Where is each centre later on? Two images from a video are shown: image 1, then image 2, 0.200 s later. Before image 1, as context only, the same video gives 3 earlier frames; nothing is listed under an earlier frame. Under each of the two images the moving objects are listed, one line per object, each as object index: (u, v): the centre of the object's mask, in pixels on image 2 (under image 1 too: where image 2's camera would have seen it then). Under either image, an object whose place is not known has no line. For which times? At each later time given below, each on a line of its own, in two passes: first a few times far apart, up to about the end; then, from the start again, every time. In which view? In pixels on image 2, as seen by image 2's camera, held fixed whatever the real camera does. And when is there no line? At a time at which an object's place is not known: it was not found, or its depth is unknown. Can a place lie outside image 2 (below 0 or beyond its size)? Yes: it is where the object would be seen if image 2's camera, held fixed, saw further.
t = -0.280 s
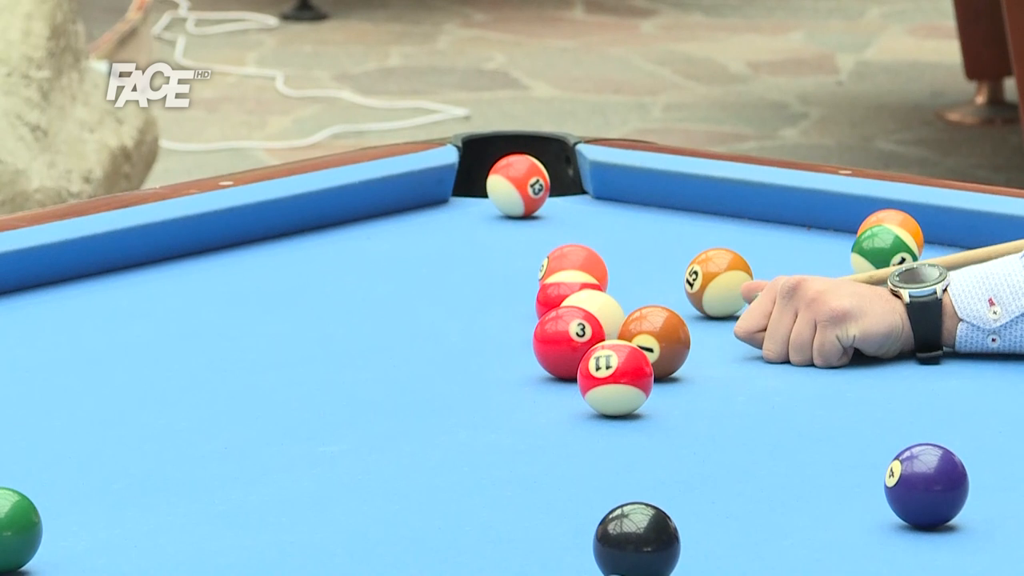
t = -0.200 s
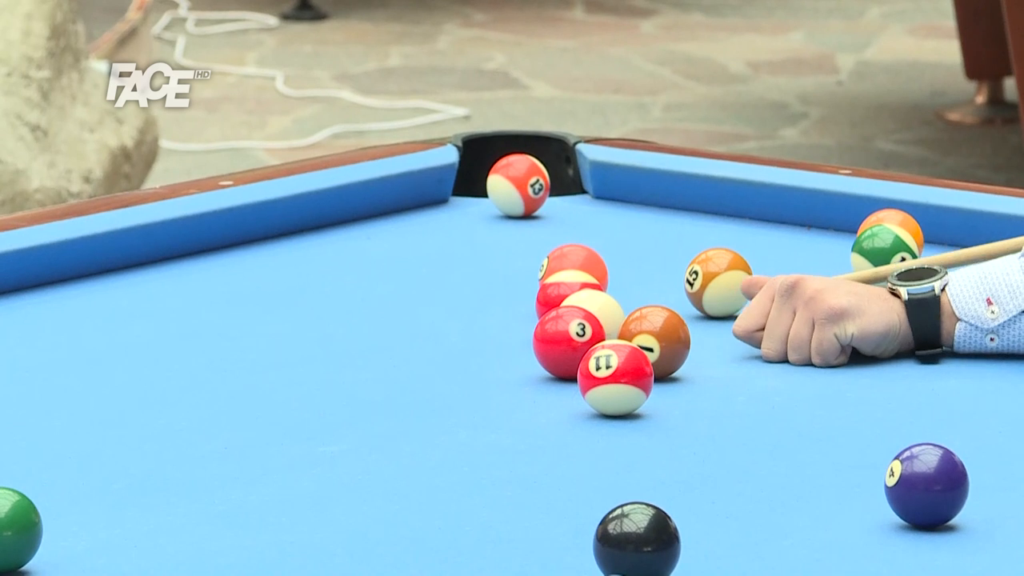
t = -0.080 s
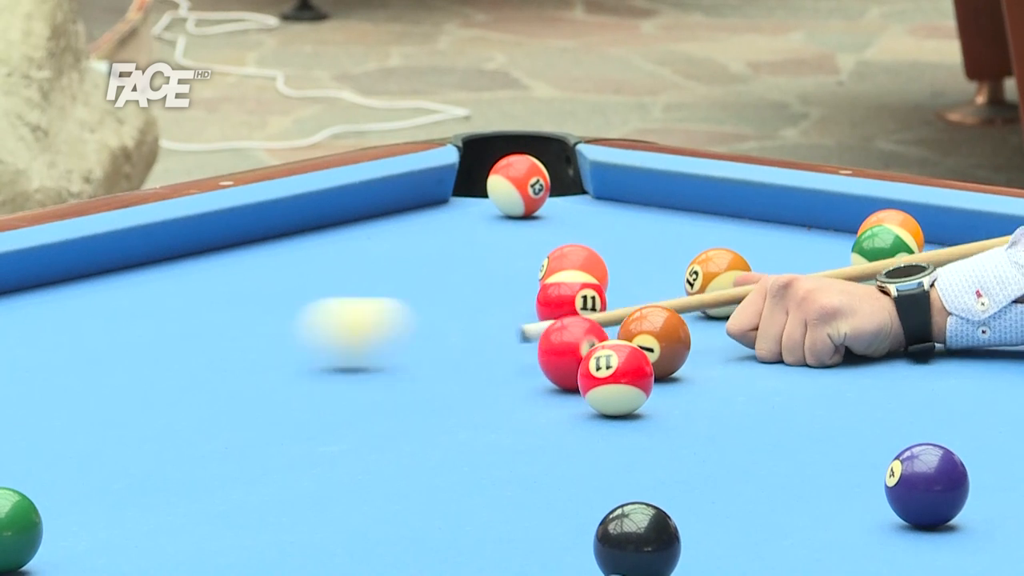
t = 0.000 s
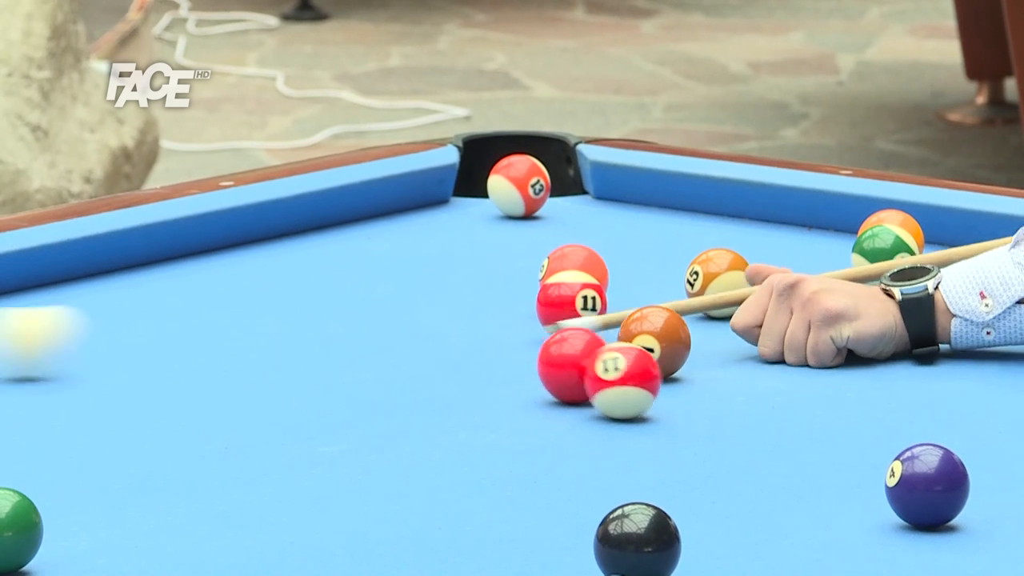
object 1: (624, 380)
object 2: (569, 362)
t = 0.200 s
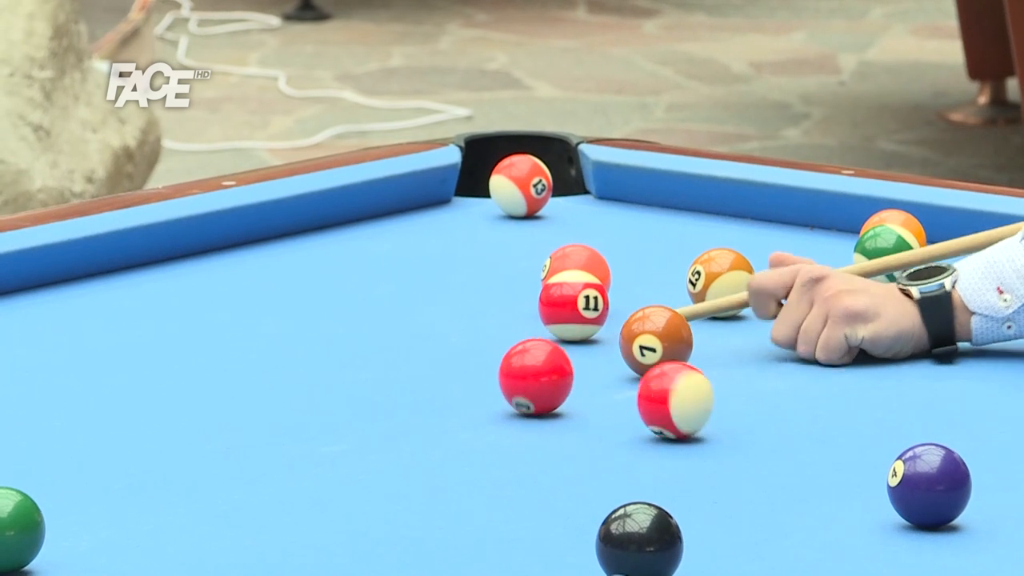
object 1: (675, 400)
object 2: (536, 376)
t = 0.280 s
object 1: (693, 407)
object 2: (521, 381)
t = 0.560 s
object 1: (758, 432)
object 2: (469, 397)
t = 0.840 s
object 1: (818, 458)
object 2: (420, 412)
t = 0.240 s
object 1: (684, 403)
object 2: (528, 379)
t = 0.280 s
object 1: (693, 407)
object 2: (521, 381)
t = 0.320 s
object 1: (702, 410)
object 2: (513, 383)
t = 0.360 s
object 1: (712, 414)
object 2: (506, 385)
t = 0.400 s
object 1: (721, 418)
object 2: (499, 388)
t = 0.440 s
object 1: (730, 422)
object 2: (491, 390)
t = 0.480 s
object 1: (739, 425)
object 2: (484, 392)
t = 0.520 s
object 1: (748, 429)
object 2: (477, 394)
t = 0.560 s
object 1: (758, 432)
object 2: (469, 397)
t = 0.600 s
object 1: (766, 436)
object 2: (462, 399)
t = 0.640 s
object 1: (776, 439)
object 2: (455, 401)
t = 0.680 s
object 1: (784, 443)
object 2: (448, 403)
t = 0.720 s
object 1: (793, 447)
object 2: (441, 406)
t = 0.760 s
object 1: (801, 450)
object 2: (434, 408)
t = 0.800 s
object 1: (810, 454)
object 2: (427, 410)
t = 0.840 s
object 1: (818, 458)
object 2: (420, 412)
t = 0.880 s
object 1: (826, 461)
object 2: (414, 414)
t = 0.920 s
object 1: (834, 465)
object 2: (408, 416)
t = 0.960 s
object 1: (842, 469)
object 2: (401, 418)
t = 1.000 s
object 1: (849, 472)
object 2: (395, 420)
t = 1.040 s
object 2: (390, 422)
